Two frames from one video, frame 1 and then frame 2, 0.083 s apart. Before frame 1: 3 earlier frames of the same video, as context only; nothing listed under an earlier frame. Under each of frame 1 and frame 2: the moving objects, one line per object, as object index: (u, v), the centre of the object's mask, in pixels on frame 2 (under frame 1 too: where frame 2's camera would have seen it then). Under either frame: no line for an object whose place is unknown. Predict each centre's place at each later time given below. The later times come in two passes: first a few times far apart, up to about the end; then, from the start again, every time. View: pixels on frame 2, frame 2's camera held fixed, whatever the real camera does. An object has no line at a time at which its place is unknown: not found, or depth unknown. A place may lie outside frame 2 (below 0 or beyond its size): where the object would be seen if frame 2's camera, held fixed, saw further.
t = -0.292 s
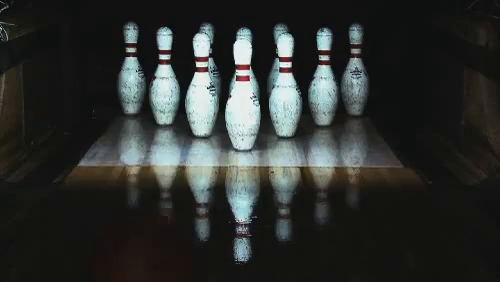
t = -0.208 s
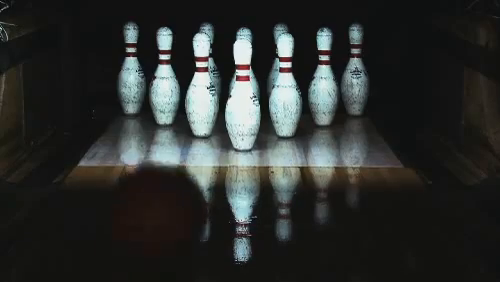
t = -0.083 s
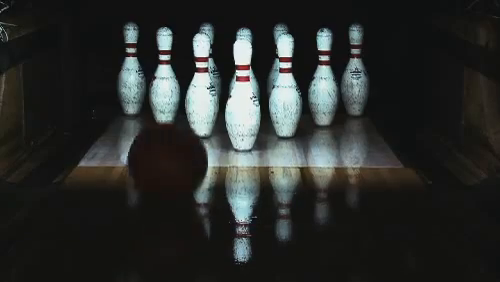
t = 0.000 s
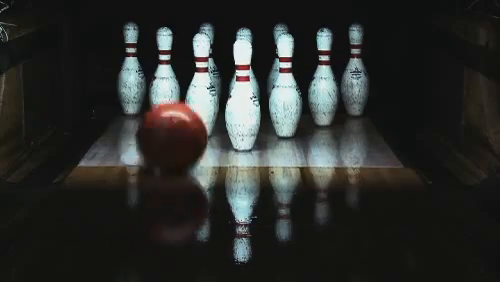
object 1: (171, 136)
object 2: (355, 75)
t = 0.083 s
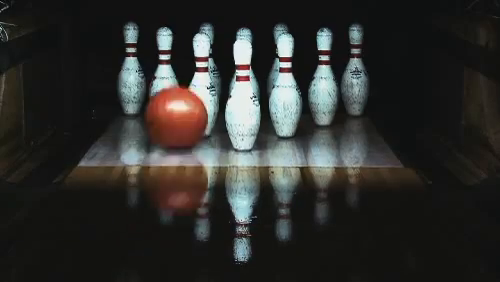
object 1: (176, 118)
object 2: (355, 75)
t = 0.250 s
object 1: (152, 99)
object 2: (355, 75)
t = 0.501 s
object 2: (381, 76)
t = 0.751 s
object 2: (400, 91)
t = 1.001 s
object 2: (390, 99)
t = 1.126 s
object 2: (388, 106)
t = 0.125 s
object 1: (174, 112)
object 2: (355, 75)
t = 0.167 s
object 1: (167, 106)
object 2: (355, 75)
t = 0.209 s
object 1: (159, 102)
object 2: (355, 75)
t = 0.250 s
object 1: (152, 99)
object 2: (355, 75)
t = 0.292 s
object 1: (146, 96)
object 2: (355, 75)
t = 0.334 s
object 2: (355, 75)
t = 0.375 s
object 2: (356, 74)
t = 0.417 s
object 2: (364, 73)
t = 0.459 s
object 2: (373, 74)
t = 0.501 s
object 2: (381, 76)
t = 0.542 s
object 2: (390, 81)
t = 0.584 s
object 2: (398, 90)
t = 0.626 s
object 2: (407, 89)
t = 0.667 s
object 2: (410, 91)
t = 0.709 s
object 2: (405, 92)
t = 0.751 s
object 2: (400, 91)
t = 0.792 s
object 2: (397, 93)
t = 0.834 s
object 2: (395, 95)
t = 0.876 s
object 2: (393, 99)
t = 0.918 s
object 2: (392, 99)
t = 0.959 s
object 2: (391, 99)
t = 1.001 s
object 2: (390, 99)
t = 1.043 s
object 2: (389, 100)
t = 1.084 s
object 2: (388, 102)
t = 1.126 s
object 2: (388, 106)
